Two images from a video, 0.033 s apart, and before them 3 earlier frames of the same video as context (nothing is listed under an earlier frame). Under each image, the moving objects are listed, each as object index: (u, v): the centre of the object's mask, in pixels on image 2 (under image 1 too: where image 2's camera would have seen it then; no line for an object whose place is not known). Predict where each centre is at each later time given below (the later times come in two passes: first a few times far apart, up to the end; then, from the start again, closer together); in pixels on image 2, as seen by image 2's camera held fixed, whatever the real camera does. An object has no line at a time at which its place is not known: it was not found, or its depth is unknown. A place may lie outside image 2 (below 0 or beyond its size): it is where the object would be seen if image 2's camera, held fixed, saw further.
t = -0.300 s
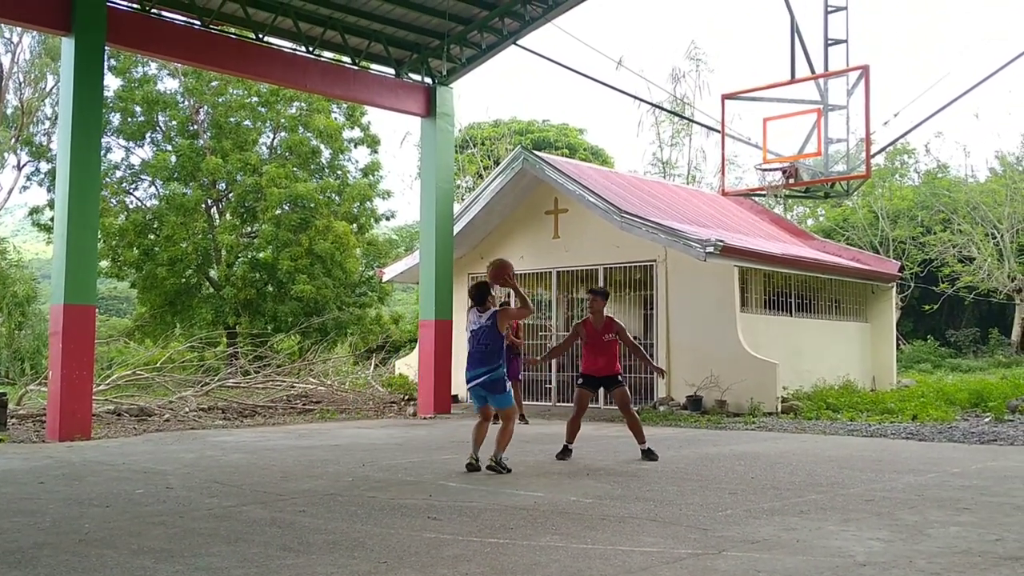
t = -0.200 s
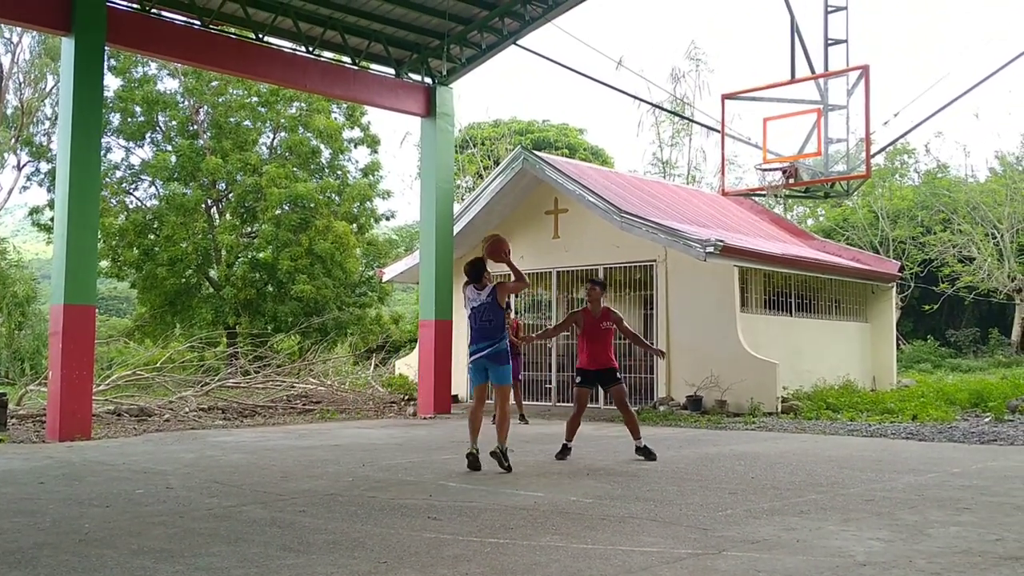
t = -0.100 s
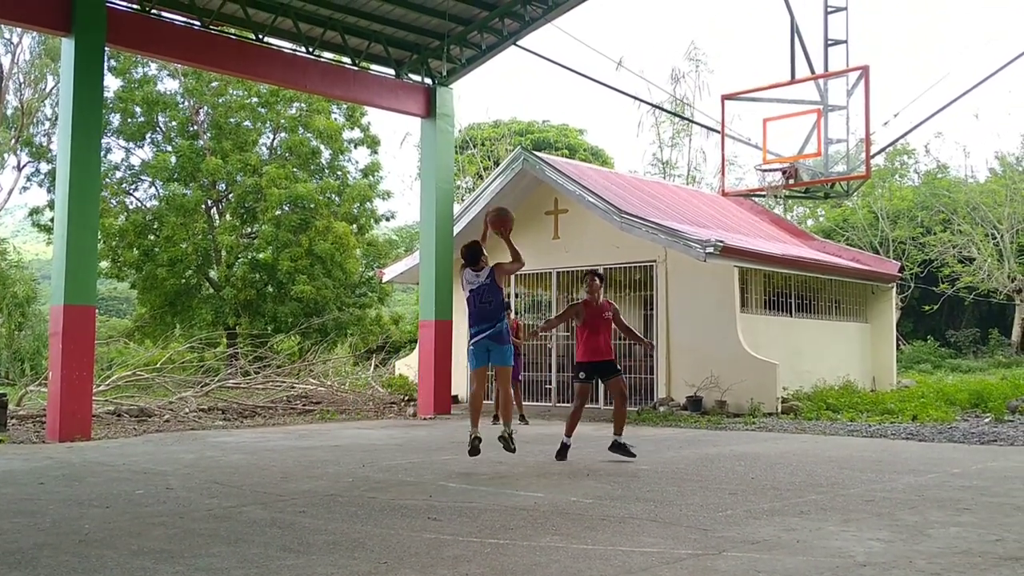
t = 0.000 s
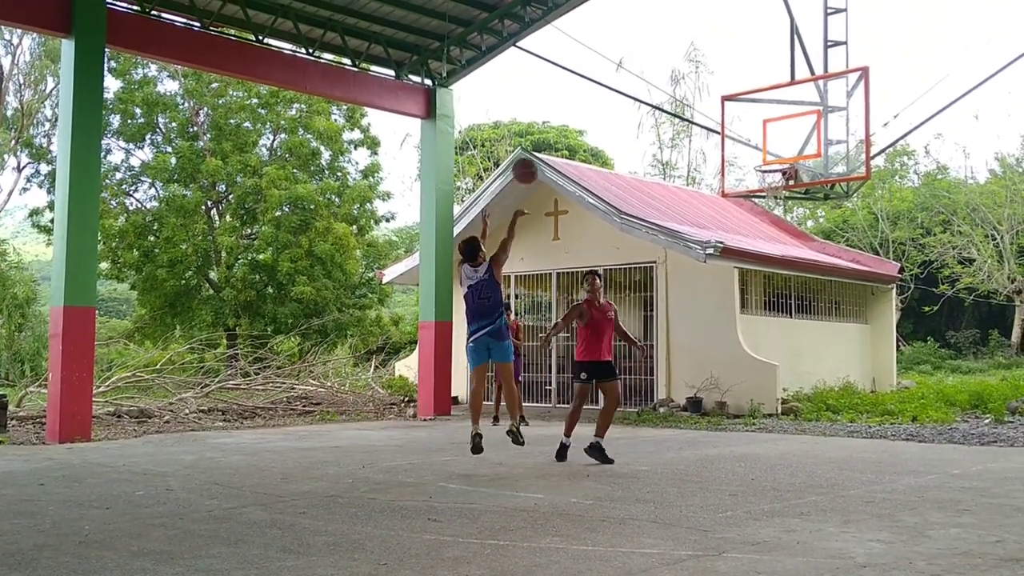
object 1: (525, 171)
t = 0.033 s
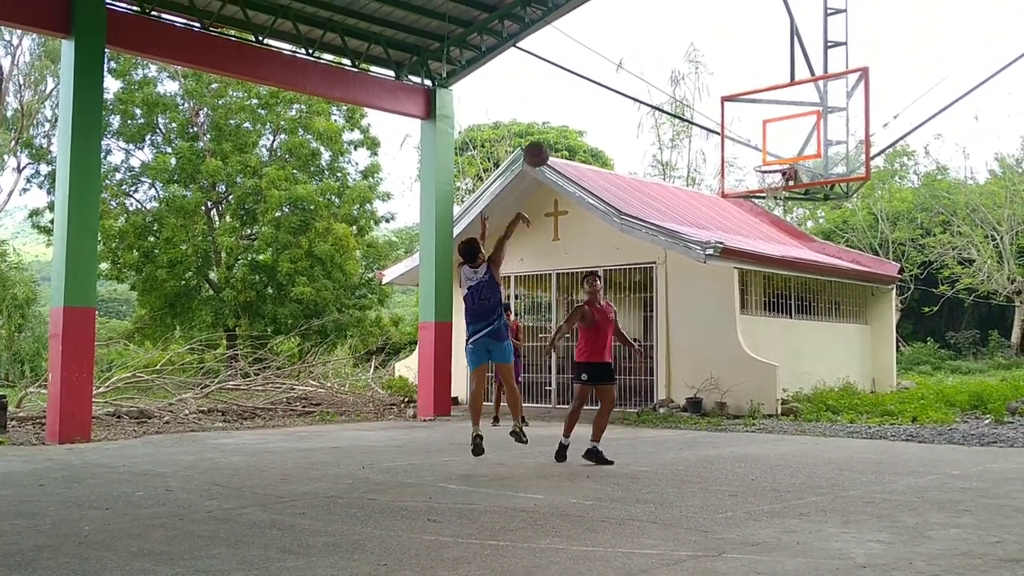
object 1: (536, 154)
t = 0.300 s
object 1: (614, 69)
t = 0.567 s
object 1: (683, 62)
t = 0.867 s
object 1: (749, 127)
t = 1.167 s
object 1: (776, 126)
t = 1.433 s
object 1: (775, 130)
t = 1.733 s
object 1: (774, 201)
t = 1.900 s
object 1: (773, 260)
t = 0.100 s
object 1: (557, 125)
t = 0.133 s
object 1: (567, 113)
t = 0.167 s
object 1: (577, 101)
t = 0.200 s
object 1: (587, 91)
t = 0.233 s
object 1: (596, 83)
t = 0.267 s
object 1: (606, 75)
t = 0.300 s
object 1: (614, 69)
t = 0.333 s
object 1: (624, 65)
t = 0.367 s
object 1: (632, 61)
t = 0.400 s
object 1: (641, 58)
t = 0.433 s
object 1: (650, 57)
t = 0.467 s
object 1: (658, 57)
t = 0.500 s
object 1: (666, 57)
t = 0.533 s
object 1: (675, 59)
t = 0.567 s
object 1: (683, 62)
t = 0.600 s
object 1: (691, 65)
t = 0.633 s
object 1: (698, 70)
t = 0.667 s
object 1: (706, 75)
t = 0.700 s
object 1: (713, 81)
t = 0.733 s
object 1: (721, 89)
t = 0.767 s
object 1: (728, 97)
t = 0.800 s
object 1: (735, 106)
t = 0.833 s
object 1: (742, 116)
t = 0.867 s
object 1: (749, 127)
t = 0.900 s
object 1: (756, 139)
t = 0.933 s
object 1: (763, 151)
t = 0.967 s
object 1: (769, 161)
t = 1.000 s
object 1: (771, 154)
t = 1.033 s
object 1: (773, 146)
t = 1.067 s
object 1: (775, 140)
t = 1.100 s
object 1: (777, 135)
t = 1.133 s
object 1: (776, 130)
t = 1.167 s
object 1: (776, 126)
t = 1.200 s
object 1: (776, 123)
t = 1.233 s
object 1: (776, 121)
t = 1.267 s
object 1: (776, 121)
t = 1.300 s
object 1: (776, 120)
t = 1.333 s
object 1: (776, 121)
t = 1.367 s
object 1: (775, 123)
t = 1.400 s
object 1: (775, 126)
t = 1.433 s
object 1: (775, 130)
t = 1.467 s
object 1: (775, 135)
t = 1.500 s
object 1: (774, 141)
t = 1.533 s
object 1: (774, 147)
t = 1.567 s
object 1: (774, 155)
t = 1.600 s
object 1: (774, 163)
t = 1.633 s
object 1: (773, 174)
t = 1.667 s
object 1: (773, 183)
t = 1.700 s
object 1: (774, 192)
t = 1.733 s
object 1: (774, 201)
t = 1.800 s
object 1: (773, 222)
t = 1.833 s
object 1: (773, 234)
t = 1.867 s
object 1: (773, 247)
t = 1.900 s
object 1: (773, 260)
